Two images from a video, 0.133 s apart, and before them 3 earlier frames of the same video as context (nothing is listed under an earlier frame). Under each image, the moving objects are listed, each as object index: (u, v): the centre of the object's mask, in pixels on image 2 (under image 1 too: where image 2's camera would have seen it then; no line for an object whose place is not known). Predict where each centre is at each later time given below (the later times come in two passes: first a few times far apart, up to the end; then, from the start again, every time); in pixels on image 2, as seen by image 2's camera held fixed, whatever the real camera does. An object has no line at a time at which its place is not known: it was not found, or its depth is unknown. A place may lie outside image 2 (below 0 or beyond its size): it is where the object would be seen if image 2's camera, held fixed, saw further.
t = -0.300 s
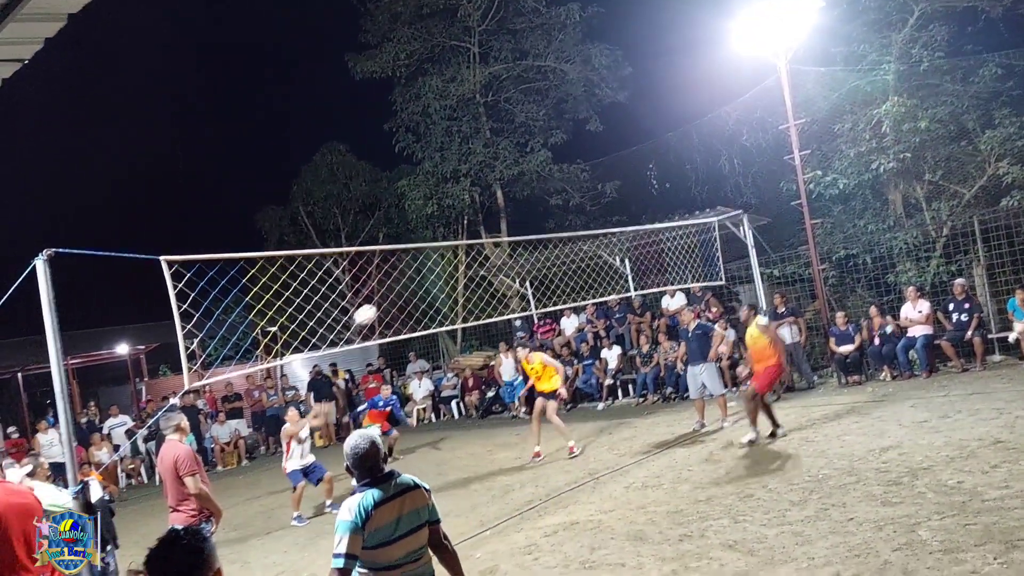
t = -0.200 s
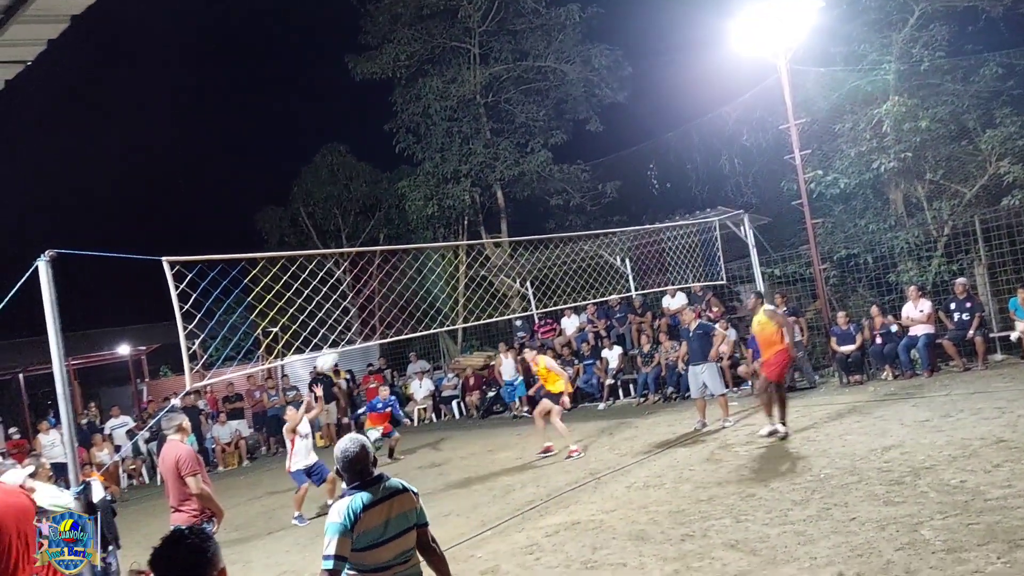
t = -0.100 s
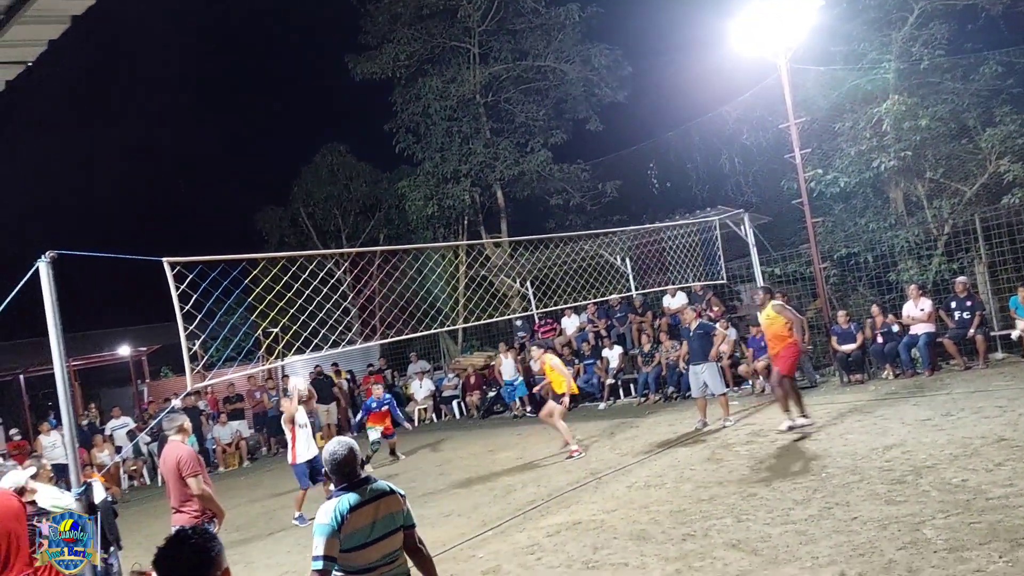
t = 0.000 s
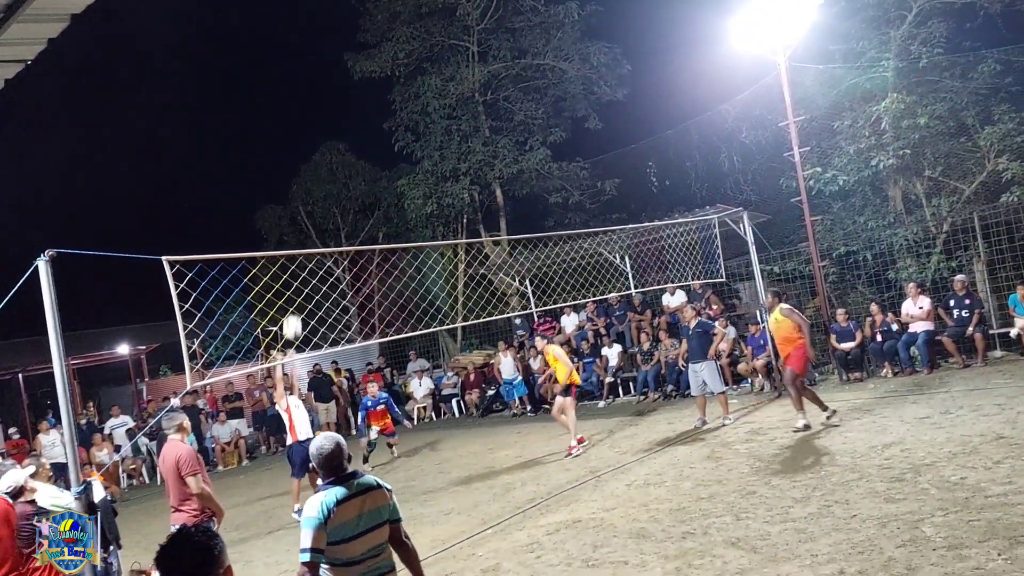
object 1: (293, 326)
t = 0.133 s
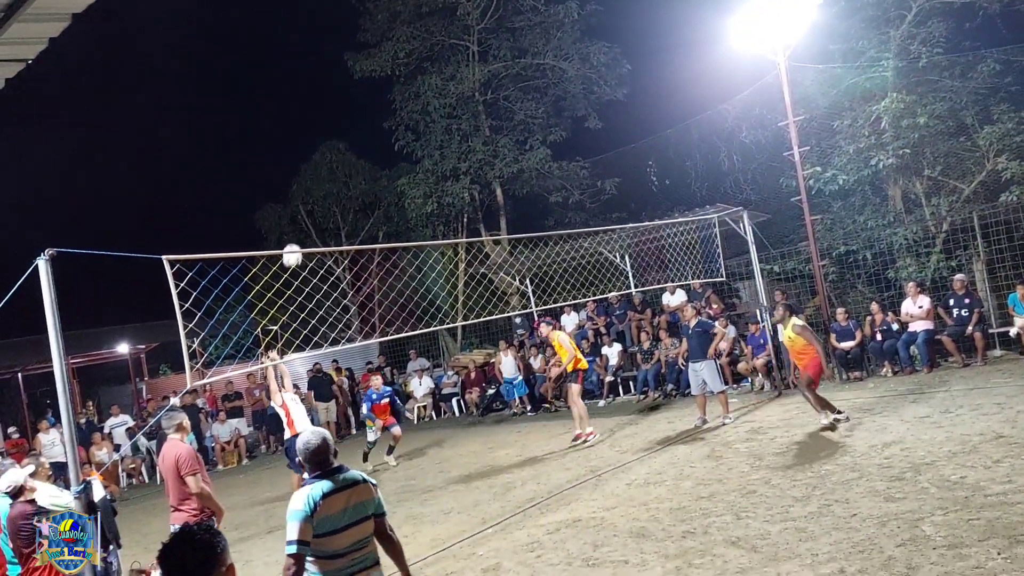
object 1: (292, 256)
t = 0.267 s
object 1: (295, 200)
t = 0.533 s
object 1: (307, 128)
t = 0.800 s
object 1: (328, 110)
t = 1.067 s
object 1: (360, 149)
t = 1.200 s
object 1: (380, 189)
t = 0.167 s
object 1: (292, 240)
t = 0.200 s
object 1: (293, 226)
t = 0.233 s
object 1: (294, 212)
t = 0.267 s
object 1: (295, 200)
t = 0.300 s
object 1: (296, 187)
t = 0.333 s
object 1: (297, 176)
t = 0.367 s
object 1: (298, 166)
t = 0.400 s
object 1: (300, 157)
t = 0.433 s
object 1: (301, 148)
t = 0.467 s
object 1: (303, 141)
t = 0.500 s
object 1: (305, 134)
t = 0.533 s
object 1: (307, 128)
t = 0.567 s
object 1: (309, 123)
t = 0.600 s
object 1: (311, 118)
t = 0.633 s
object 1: (314, 115)
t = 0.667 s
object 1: (316, 112)
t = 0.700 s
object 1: (319, 110)
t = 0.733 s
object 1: (322, 110)
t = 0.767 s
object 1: (325, 110)
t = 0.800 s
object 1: (328, 110)
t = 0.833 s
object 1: (332, 112)
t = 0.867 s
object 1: (335, 115)
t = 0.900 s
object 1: (339, 118)
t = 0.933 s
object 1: (343, 122)
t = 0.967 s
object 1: (347, 128)
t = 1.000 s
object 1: (351, 134)
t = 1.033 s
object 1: (356, 141)
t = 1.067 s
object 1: (360, 149)
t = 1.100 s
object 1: (364, 157)
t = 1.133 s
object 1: (369, 167)
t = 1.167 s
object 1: (375, 178)
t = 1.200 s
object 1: (380, 189)
